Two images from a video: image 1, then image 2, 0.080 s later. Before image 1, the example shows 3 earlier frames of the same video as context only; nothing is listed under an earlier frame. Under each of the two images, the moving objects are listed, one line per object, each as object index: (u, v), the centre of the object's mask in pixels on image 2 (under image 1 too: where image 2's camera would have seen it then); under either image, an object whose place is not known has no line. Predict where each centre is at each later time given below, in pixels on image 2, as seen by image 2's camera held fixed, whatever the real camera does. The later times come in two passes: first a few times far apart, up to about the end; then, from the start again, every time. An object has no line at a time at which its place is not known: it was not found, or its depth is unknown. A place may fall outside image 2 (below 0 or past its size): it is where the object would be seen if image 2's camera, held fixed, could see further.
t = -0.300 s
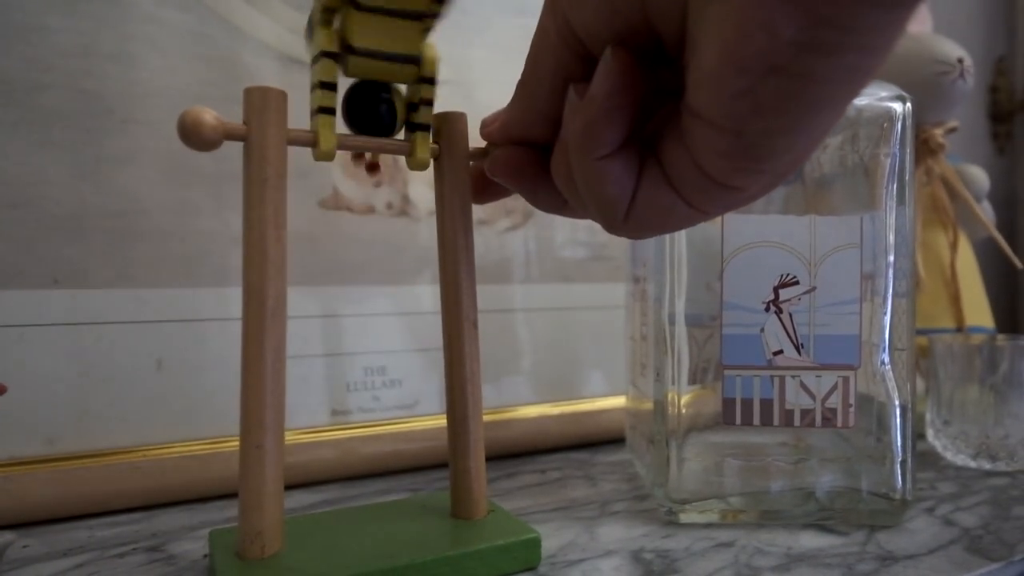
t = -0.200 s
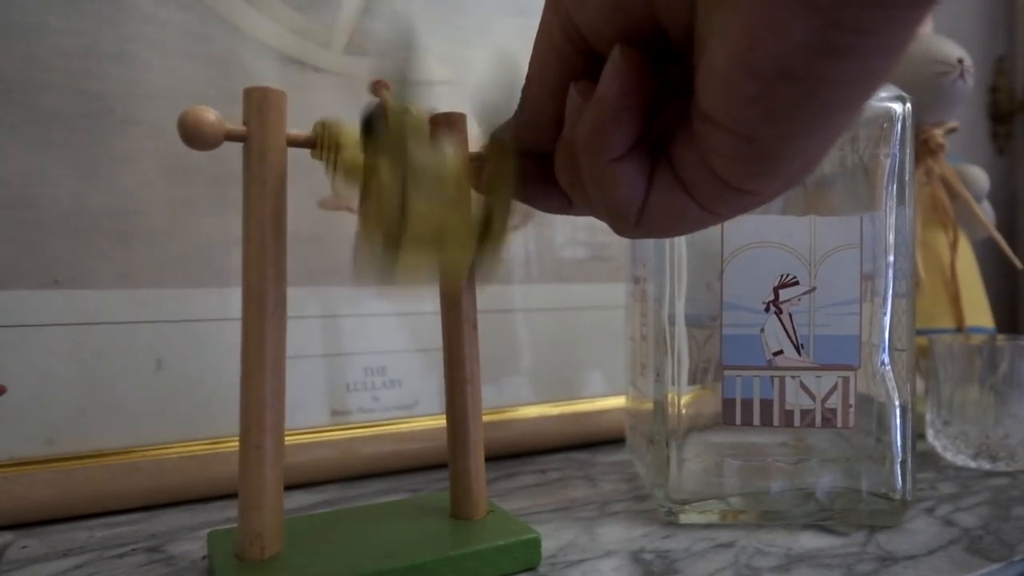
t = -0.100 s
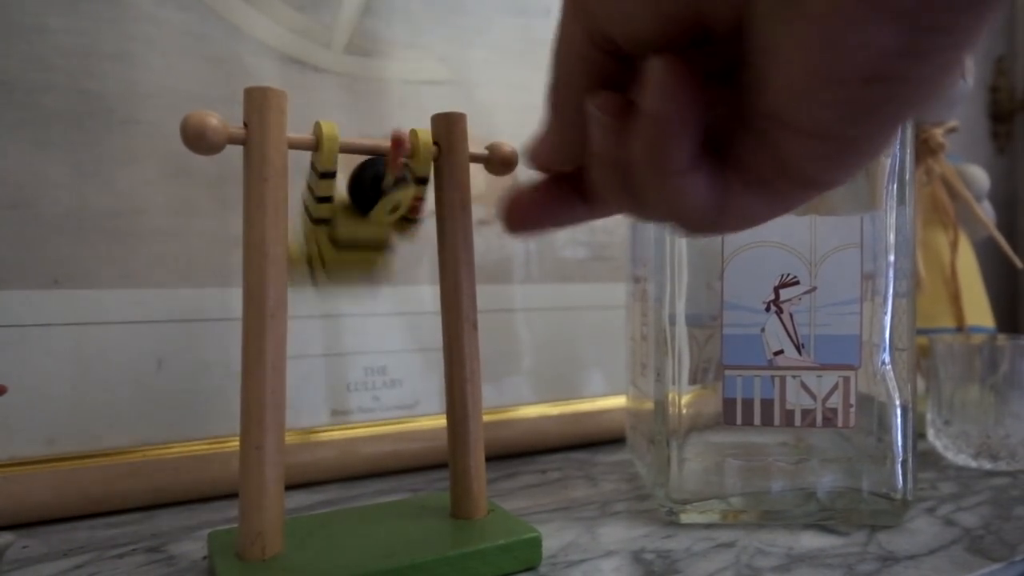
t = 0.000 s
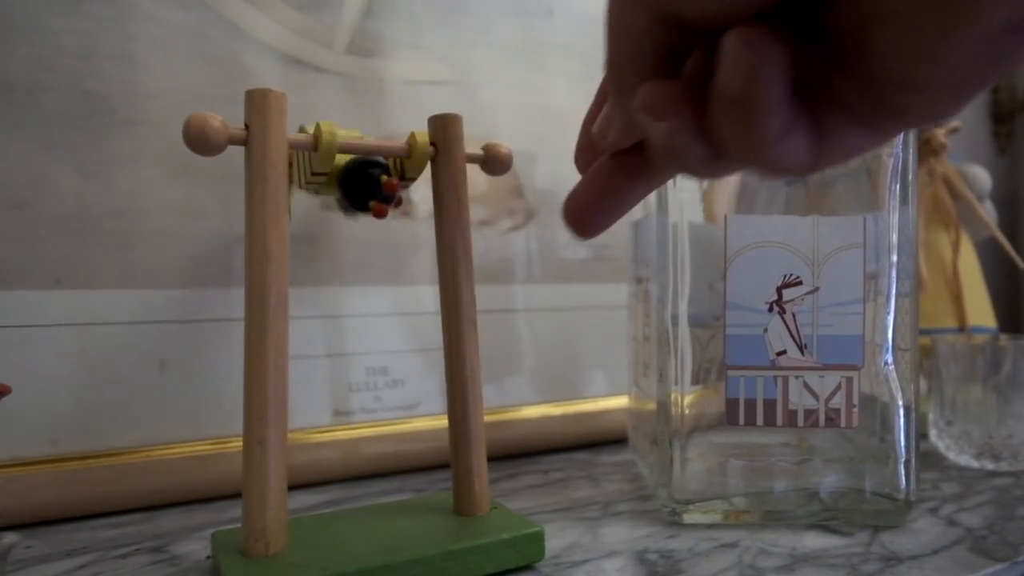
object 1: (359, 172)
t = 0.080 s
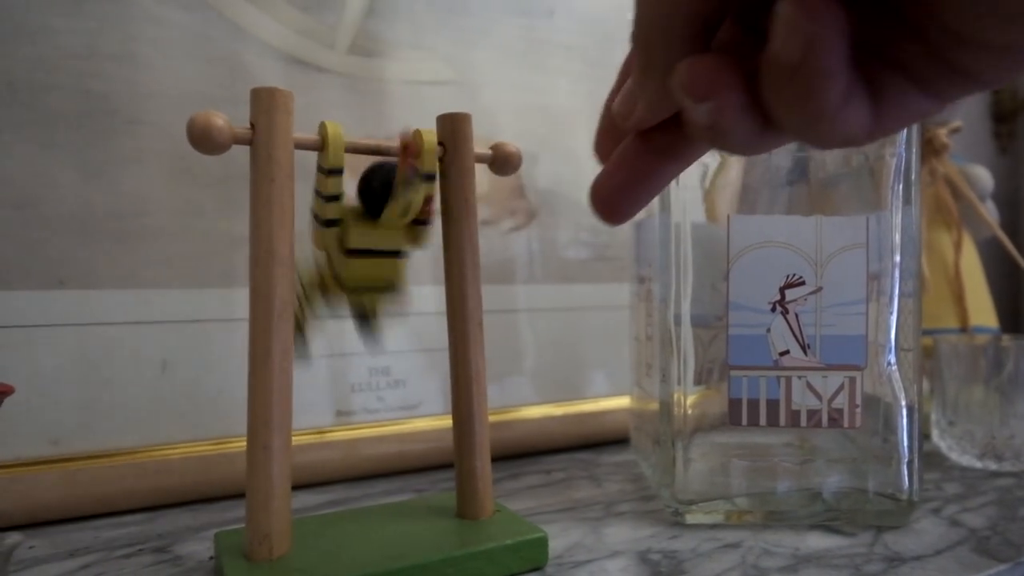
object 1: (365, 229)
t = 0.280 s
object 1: (434, 172)
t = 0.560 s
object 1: (363, 221)
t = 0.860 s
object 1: (380, 254)
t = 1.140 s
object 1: (398, 272)
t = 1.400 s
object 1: (369, 239)
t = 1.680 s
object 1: (390, 269)
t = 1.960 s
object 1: (381, 266)
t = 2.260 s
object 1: (375, 258)
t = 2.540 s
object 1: (381, 266)
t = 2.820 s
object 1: (382, 268)
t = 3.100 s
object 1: (377, 262)
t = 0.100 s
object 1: (373, 254)
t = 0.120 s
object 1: (390, 263)
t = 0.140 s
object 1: (406, 259)
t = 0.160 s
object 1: (429, 236)
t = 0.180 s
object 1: (441, 203)
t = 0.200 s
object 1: (446, 172)
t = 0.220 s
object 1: (444, 151)
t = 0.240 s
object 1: (442, 144)
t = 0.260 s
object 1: (439, 150)
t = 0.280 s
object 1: (434, 172)
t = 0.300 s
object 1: (424, 200)
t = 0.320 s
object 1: (408, 225)
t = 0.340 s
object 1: (389, 233)
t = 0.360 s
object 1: (380, 241)
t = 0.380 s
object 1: (374, 241)
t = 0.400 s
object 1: (372, 226)
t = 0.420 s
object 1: (367, 219)
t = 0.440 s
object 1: (362, 209)
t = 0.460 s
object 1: (359, 200)
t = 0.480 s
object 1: (358, 197)
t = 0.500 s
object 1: (358, 198)
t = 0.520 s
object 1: (359, 202)
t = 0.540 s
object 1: (360, 210)
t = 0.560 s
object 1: (363, 221)
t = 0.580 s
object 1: (368, 230)
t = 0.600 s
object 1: (377, 236)
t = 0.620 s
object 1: (387, 236)
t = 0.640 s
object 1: (392, 262)
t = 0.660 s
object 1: (393, 252)
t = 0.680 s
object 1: (408, 238)
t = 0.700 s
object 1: (404, 230)
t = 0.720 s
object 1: (404, 225)
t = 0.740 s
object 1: (405, 226)
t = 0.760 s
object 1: (406, 230)
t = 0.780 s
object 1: (404, 235)
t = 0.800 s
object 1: (401, 249)
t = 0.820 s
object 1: (391, 267)
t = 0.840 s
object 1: (387, 262)
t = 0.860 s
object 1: (380, 254)
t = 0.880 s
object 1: (377, 239)
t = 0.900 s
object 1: (374, 233)
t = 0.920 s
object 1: (372, 229)
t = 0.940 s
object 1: (370, 226)
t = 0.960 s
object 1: (369, 224)
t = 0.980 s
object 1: (369, 224)
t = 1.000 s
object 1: (368, 230)
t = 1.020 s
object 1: (367, 242)
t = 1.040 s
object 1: (368, 253)
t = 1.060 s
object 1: (374, 258)
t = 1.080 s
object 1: (379, 264)
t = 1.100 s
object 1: (386, 268)
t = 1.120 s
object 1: (392, 271)
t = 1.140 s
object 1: (398, 272)
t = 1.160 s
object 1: (402, 271)
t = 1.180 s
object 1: (404, 269)
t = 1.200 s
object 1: (403, 269)
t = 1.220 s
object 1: (400, 270)
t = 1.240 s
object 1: (395, 270)
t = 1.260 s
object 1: (390, 269)
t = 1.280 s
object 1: (383, 264)
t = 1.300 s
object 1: (378, 261)
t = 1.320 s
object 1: (374, 254)
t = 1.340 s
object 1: (371, 249)
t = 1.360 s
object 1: (369, 245)
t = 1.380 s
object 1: (369, 241)
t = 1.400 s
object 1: (369, 239)
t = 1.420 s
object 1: (369, 240)
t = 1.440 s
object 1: (370, 243)
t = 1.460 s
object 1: (371, 249)
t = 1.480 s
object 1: (374, 255)
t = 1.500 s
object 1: (377, 260)
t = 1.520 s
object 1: (380, 264)
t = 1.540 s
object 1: (385, 268)
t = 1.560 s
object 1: (389, 269)
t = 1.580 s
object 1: (392, 270)
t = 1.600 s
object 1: (395, 270)
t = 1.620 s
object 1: (395, 270)
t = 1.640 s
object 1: (395, 271)
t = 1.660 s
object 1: (393, 271)
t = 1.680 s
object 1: (390, 269)
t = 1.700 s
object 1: (386, 267)
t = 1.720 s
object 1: (383, 264)
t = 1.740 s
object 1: (379, 262)
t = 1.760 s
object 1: (376, 259)
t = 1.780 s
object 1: (374, 257)
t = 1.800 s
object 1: (372, 254)
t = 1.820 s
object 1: (371, 253)
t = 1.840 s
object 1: (371, 252)
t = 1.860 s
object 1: (371, 253)
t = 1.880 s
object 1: (372, 254)
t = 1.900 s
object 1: (374, 257)
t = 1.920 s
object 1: (376, 260)
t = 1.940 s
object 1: (378, 263)
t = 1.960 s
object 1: (381, 266)
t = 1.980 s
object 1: (383, 269)
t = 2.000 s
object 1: (385, 270)
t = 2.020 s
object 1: (387, 271)
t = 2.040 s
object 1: (388, 271)
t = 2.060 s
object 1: (388, 271)
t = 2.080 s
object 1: (388, 271)
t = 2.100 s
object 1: (386, 270)
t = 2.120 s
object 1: (385, 269)
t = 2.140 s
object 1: (383, 267)
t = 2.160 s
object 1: (381, 264)
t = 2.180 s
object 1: (379, 262)
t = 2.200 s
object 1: (377, 260)
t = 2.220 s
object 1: (376, 259)
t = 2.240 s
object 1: (375, 258)
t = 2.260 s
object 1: (375, 258)
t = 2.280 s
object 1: (375, 259)
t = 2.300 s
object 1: (375, 260)
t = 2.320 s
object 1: (376, 261)
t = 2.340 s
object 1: (377, 263)
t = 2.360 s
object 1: (379, 264)
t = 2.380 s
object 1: (380, 266)
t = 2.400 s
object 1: (382, 267)
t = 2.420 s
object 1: (383, 268)
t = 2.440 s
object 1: (384, 269)
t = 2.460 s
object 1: (384, 269)
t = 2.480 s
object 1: (384, 269)
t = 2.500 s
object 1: (383, 268)
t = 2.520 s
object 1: (382, 268)
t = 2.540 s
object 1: (381, 266)
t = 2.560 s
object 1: (380, 265)
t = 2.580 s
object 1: (378, 263)
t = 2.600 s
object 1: (377, 262)
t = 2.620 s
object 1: (376, 261)
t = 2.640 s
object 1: (375, 260)
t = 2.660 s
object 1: (375, 260)
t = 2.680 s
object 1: (376, 260)
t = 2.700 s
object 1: (376, 260)
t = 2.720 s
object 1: (377, 261)
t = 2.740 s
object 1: (378, 263)
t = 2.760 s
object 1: (379, 265)
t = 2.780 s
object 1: (380, 266)
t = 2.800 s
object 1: (381, 267)
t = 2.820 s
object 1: (382, 268)
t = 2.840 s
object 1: (383, 268)
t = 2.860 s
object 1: (383, 268)
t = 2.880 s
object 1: (383, 268)
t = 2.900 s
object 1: (382, 268)
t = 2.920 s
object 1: (381, 267)
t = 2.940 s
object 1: (380, 266)
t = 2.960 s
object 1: (379, 265)
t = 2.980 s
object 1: (378, 264)
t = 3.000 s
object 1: (377, 263)
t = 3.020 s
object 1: (377, 262)
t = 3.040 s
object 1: (376, 262)
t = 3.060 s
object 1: (376, 261)
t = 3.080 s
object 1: (377, 261)
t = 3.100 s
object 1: (377, 262)
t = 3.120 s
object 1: (378, 262)
